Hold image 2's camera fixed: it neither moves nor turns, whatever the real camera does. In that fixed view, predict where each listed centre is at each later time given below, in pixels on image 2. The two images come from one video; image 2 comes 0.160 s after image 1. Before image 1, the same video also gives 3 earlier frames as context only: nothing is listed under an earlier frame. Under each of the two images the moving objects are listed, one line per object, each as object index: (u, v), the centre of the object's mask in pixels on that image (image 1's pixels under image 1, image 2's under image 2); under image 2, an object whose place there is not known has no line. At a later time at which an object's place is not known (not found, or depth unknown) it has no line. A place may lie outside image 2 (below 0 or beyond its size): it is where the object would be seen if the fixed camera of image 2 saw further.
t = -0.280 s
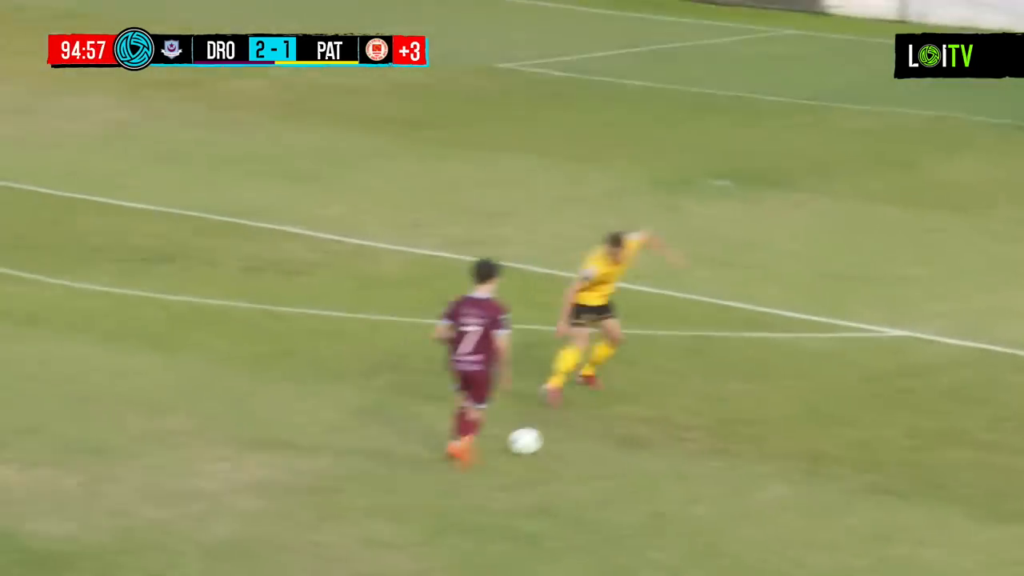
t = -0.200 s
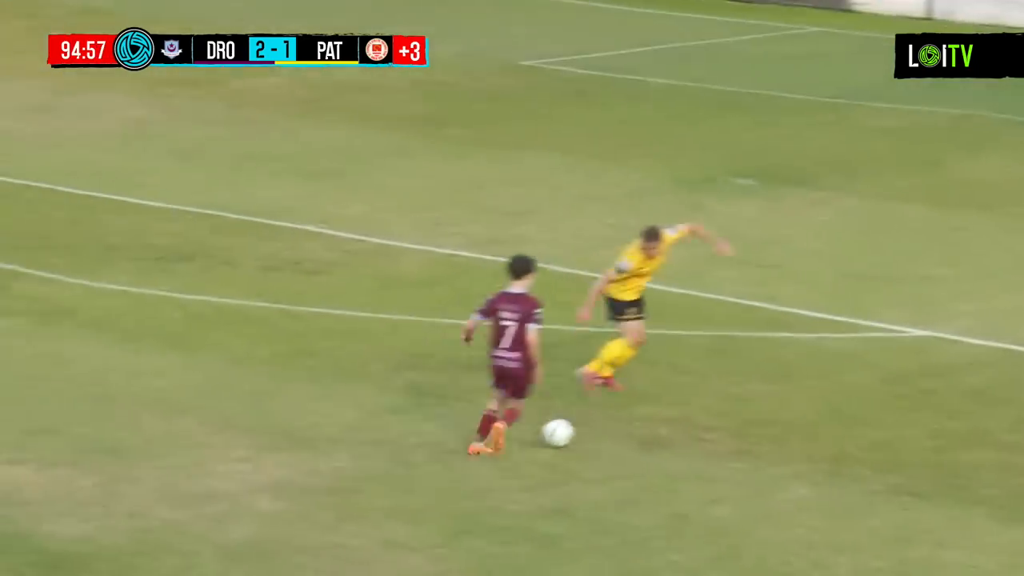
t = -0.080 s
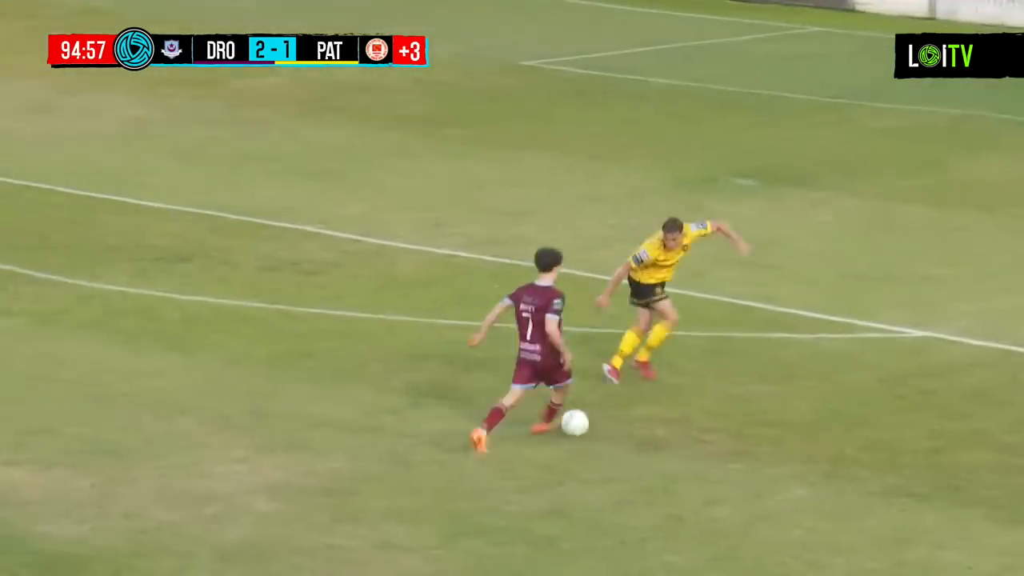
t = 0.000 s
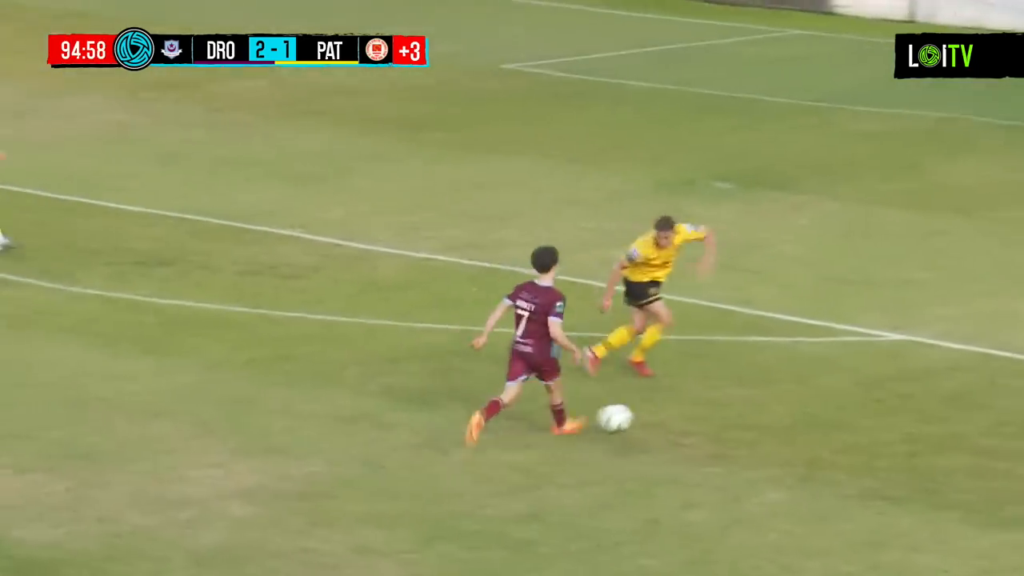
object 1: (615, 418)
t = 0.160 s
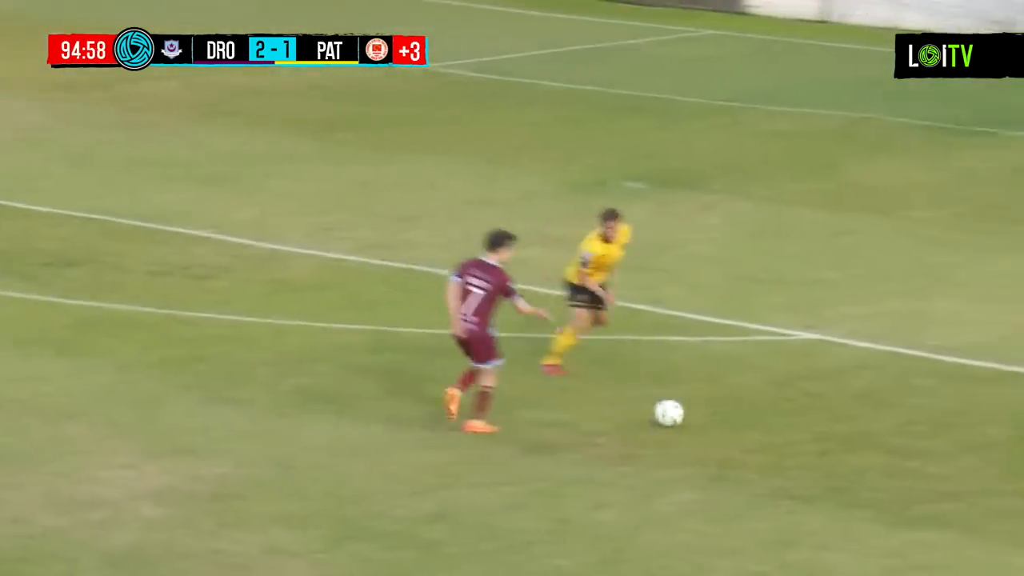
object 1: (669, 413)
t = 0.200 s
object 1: (691, 412)
